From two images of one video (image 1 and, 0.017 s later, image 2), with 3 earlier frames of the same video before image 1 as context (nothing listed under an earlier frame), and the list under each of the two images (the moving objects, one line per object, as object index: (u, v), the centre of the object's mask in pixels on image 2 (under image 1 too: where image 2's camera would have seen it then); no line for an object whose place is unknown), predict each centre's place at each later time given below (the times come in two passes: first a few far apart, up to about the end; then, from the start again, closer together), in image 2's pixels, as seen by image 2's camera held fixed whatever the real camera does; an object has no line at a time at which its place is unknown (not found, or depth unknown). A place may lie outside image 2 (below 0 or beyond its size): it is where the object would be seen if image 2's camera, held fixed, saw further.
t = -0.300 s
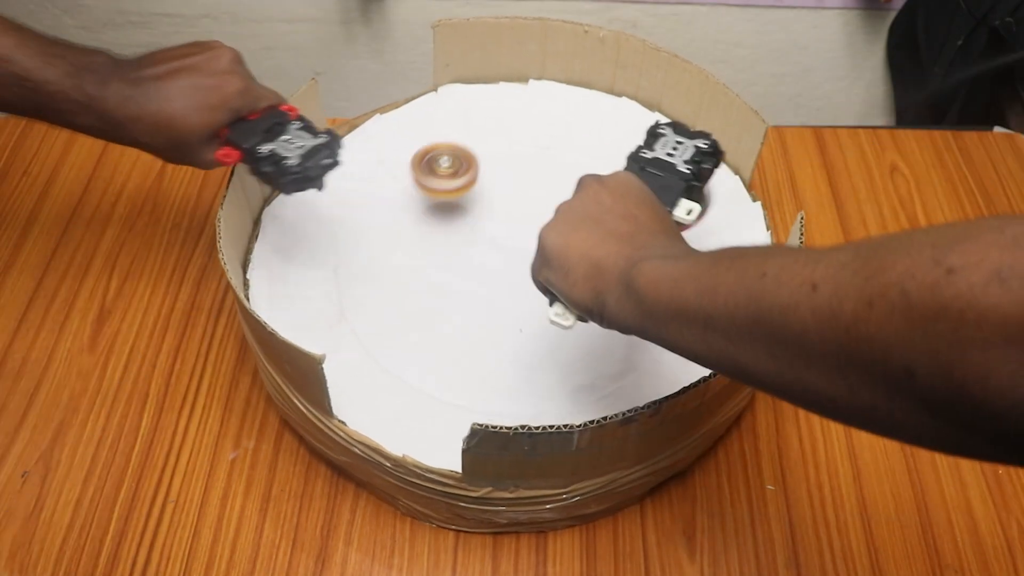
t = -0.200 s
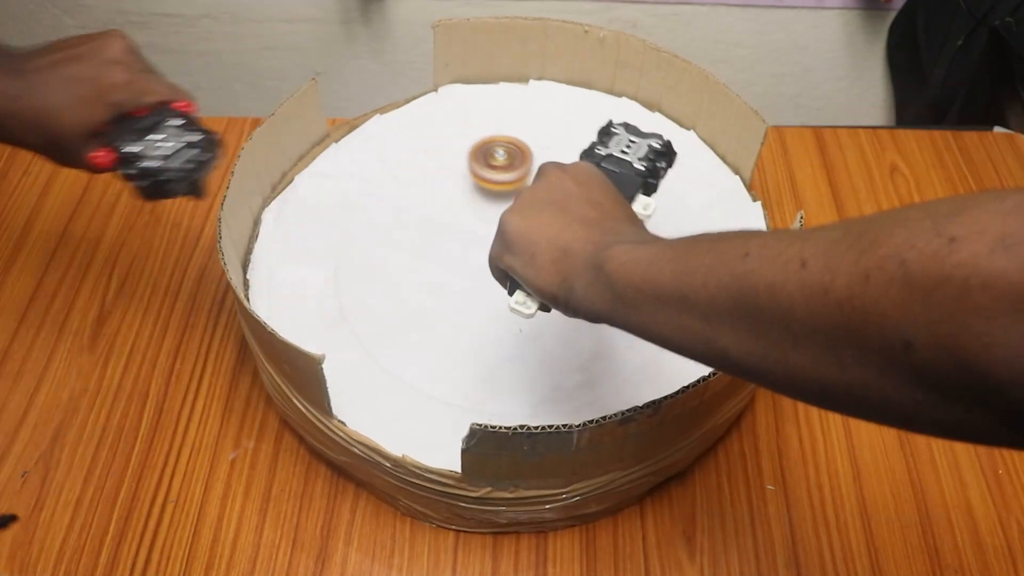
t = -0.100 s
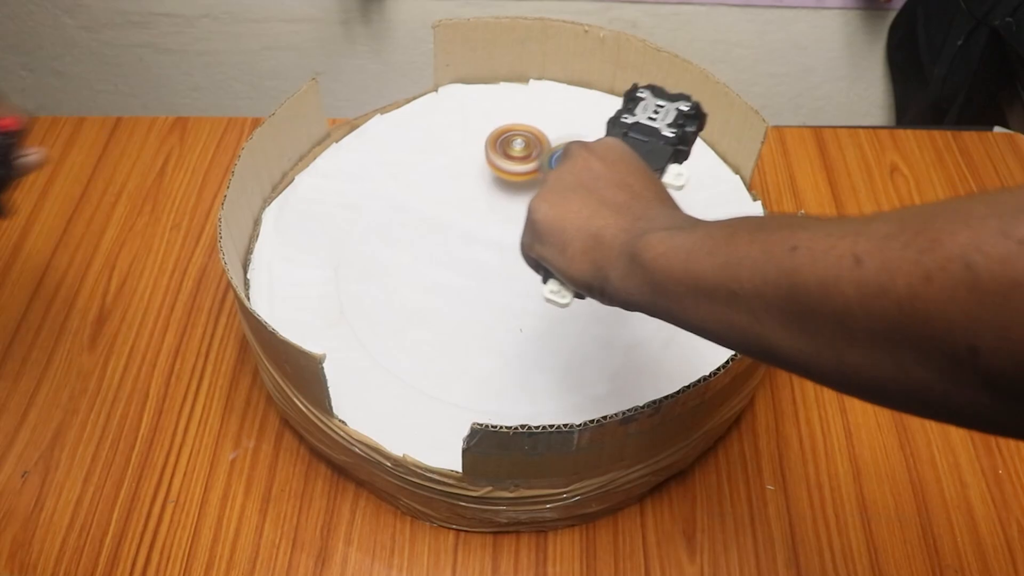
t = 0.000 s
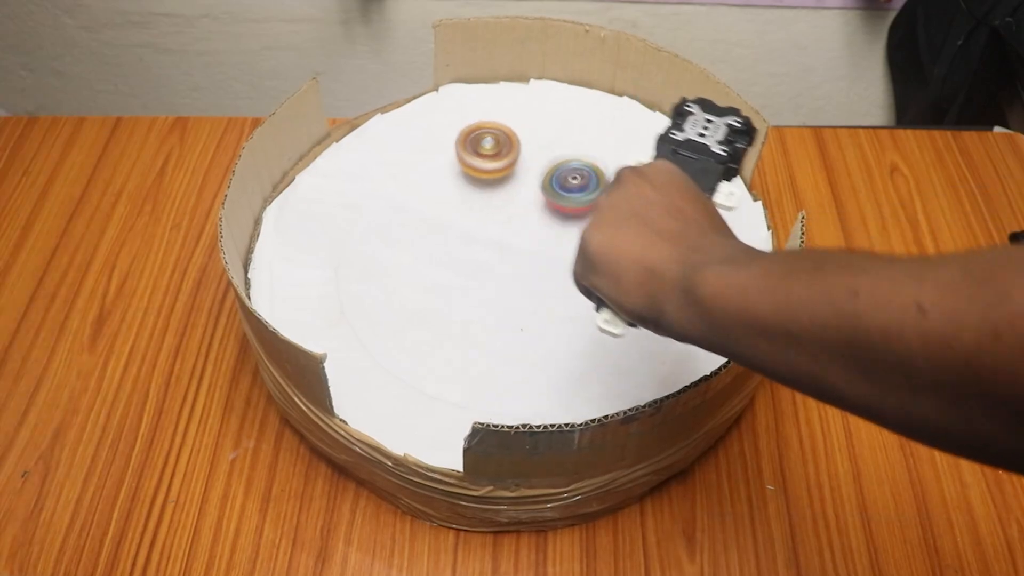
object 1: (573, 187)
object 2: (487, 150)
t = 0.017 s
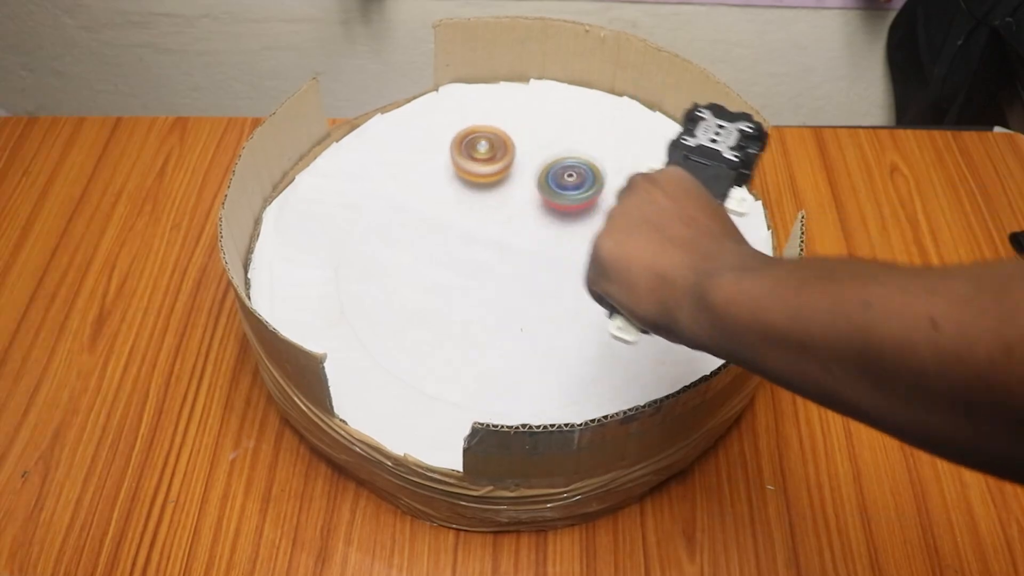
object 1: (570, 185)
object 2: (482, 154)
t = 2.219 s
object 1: (615, 241)
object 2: (589, 187)
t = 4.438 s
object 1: (417, 259)
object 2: (581, 231)
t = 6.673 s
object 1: (413, 202)
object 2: (558, 267)
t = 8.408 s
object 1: (588, 218)
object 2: (554, 281)
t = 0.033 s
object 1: (566, 184)
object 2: (477, 158)
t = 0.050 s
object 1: (562, 186)
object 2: (471, 158)
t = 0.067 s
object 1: (557, 191)
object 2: (466, 159)
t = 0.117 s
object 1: (542, 195)
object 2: (451, 168)
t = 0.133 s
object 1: (537, 197)
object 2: (446, 170)
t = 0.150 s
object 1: (532, 201)
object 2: (441, 173)
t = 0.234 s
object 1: (507, 228)
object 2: (416, 188)
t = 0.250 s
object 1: (503, 233)
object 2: (411, 190)
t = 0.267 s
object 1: (501, 239)
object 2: (408, 193)
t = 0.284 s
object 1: (499, 245)
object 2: (405, 196)
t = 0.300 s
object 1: (497, 252)
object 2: (405, 200)
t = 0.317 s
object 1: (496, 258)
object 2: (405, 204)
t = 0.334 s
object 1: (497, 264)
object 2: (407, 208)
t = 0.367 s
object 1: (502, 277)
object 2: (413, 217)
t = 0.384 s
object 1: (504, 283)
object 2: (416, 221)
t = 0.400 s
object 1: (507, 290)
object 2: (422, 225)
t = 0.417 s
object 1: (511, 296)
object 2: (427, 229)
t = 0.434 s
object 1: (516, 300)
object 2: (434, 233)
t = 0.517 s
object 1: (548, 323)
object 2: (474, 246)
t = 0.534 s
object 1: (555, 326)
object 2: (483, 249)
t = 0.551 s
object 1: (562, 327)
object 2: (493, 251)
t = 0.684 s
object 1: (636, 317)
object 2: (563, 249)
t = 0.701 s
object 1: (643, 314)
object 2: (573, 247)
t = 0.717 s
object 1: (649, 309)
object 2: (581, 244)
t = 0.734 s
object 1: (655, 304)
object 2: (587, 240)
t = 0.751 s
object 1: (660, 300)
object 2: (593, 235)
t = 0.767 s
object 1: (663, 294)
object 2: (598, 231)
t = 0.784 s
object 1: (665, 288)
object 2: (601, 224)
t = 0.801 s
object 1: (665, 281)
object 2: (604, 218)
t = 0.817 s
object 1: (664, 276)
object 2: (606, 210)
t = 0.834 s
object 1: (663, 269)
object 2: (606, 204)
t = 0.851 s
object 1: (661, 262)
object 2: (607, 197)
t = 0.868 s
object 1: (657, 255)
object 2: (607, 191)
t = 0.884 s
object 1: (652, 249)
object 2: (606, 183)
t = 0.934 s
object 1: (634, 230)
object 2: (600, 164)
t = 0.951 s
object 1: (627, 223)
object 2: (597, 159)
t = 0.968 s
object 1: (620, 217)
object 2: (594, 155)
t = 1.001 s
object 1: (605, 206)
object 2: (586, 150)
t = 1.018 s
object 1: (597, 201)
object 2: (582, 147)
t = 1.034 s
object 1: (589, 201)
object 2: (576, 142)
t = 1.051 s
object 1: (581, 202)
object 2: (569, 136)
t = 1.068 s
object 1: (573, 203)
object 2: (561, 130)
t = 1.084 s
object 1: (566, 207)
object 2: (552, 126)
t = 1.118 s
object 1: (552, 211)
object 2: (535, 121)
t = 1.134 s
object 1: (545, 214)
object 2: (526, 119)
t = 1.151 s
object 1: (537, 218)
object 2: (516, 120)
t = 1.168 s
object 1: (531, 223)
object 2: (506, 121)
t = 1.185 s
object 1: (523, 228)
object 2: (497, 122)
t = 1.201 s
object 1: (516, 234)
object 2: (487, 125)
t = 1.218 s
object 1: (510, 239)
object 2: (478, 129)
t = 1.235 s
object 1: (505, 246)
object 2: (467, 134)
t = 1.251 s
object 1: (500, 253)
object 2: (458, 139)
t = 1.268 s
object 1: (497, 260)
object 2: (450, 145)
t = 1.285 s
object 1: (495, 267)
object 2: (442, 151)
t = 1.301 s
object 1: (493, 275)
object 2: (435, 156)
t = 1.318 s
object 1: (492, 283)
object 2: (429, 162)
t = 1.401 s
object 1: (492, 321)
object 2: (404, 193)
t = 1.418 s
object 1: (493, 327)
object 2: (401, 198)
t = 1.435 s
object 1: (495, 333)
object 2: (400, 203)
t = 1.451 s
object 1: (497, 340)
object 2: (400, 209)
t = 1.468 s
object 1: (499, 347)
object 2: (401, 214)
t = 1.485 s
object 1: (500, 354)
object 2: (404, 220)
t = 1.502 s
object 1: (501, 360)
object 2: (408, 226)
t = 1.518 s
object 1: (504, 367)
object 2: (413, 231)
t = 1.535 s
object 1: (508, 372)
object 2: (419, 236)
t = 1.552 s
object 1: (513, 376)
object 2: (425, 242)
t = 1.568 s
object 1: (518, 379)
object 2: (432, 247)
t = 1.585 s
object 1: (524, 380)
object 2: (439, 251)
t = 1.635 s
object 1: (547, 384)
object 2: (459, 263)
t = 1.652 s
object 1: (555, 385)
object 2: (466, 265)
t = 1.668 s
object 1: (563, 382)
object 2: (472, 268)
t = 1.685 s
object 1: (572, 378)
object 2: (478, 269)
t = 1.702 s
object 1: (580, 374)
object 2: (484, 272)
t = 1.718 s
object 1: (588, 368)
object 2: (490, 274)
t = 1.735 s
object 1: (595, 363)
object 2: (496, 276)
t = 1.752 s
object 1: (600, 357)
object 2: (503, 279)
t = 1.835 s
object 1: (623, 330)
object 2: (540, 286)
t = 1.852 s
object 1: (626, 325)
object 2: (548, 286)
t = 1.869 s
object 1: (627, 320)
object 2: (556, 287)
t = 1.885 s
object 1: (627, 315)
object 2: (562, 286)
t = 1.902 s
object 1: (635, 315)
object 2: (565, 281)
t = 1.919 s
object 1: (643, 316)
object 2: (566, 274)
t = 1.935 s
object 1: (651, 315)
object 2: (568, 269)
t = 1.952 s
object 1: (658, 314)
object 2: (571, 264)
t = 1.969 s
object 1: (665, 311)
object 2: (573, 259)
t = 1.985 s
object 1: (669, 308)
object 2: (576, 255)
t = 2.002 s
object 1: (673, 303)
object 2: (579, 250)
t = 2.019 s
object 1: (674, 297)
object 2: (582, 245)
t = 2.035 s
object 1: (674, 291)
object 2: (585, 240)
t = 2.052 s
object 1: (673, 284)
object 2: (588, 233)
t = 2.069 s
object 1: (671, 277)
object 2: (590, 227)
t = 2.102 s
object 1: (666, 265)
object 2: (592, 215)
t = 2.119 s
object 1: (661, 261)
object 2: (592, 210)
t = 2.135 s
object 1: (654, 257)
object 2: (593, 205)
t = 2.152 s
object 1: (646, 253)
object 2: (593, 200)
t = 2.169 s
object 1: (638, 250)
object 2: (592, 196)
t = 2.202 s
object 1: (623, 244)
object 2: (591, 190)
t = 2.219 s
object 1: (615, 241)
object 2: (589, 187)
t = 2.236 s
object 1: (609, 240)
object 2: (586, 186)
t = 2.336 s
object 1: (569, 239)
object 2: (564, 180)
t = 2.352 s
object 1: (561, 239)
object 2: (559, 179)
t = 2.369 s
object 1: (554, 241)
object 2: (554, 179)
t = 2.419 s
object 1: (538, 248)
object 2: (537, 182)
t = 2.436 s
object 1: (533, 251)
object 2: (532, 184)
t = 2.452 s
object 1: (528, 256)
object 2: (528, 186)
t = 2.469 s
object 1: (523, 260)
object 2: (525, 189)
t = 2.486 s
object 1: (519, 265)
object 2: (522, 193)
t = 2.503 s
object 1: (516, 269)
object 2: (520, 197)
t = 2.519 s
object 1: (513, 274)
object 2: (518, 200)
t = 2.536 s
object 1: (510, 280)
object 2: (517, 204)
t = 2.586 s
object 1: (500, 300)
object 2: (514, 215)
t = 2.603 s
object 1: (498, 306)
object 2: (513, 220)
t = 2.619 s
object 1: (497, 313)
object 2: (512, 224)
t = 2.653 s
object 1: (498, 325)
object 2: (510, 231)
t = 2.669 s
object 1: (498, 331)
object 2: (510, 234)
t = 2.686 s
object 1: (499, 336)
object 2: (512, 236)
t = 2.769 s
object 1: (492, 366)
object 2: (535, 253)
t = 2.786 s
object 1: (492, 370)
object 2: (540, 254)
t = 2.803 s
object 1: (493, 373)
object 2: (546, 256)
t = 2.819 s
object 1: (495, 376)
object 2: (551, 258)
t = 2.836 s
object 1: (499, 377)
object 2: (557, 259)
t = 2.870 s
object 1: (507, 381)
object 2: (568, 259)
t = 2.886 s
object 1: (512, 382)
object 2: (572, 259)
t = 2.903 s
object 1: (517, 381)
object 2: (577, 258)
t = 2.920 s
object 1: (522, 380)
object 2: (582, 256)
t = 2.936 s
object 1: (527, 378)
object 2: (586, 253)
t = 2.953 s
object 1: (532, 376)
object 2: (590, 249)
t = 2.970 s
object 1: (536, 373)
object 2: (592, 245)
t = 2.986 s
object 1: (540, 371)
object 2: (594, 240)
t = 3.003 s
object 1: (543, 369)
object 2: (595, 235)
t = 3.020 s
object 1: (545, 366)
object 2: (596, 229)
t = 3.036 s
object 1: (547, 363)
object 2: (596, 224)
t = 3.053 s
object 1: (548, 359)
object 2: (595, 218)
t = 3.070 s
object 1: (548, 354)
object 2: (595, 212)
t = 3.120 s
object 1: (545, 339)
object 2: (591, 198)
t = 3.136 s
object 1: (545, 334)
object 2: (589, 195)
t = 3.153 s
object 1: (545, 328)
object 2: (586, 194)
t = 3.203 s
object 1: (542, 308)
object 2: (580, 195)
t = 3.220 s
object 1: (541, 301)
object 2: (577, 196)
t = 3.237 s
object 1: (539, 297)
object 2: (575, 197)
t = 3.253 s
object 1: (537, 293)
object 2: (573, 198)
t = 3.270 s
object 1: (535, 290)
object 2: (570, 198)
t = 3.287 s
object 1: (532, 288)
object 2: (566, 198)
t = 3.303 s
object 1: (529, 286)
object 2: (562, 199)
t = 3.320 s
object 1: (524, 282)
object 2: (558, 201)
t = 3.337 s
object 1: (518, 279)
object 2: (554, 204)
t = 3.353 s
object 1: (511, 276)
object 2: (550, 206)
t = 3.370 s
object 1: (503, 274)
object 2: (546, 209)
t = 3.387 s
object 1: (495, 272)
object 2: (544, 212)
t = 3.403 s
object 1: (486, 270)
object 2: (542, 215)
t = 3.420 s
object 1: (476, 270)
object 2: (541, 219)
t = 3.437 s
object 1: (468, 268)
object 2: (539, 221)
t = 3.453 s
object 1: (460, 268)
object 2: (538, 225)
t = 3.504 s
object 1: (440, 264)
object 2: (534, 234)
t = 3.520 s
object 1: (433, 264)
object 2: (532, 237)
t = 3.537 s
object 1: (426, 263)
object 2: (532, 239)
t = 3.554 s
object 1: (420, 264)
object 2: (533, 241)
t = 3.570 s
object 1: (413, 264)
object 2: (534, 243)
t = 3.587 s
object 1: (407, 266)
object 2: (537, 244)
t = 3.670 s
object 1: (377, 280)
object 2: (550, 250)
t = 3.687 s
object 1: (372, 282)
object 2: (552, 251)
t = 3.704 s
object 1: (369, 286)
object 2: (555, 252)
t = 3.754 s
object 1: (360, 295)
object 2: (563, 255)
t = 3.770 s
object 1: (359, 297)
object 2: (565, 256)
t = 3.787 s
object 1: (359, 300)
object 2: (567, 258)
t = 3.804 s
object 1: (358, 303)
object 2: (569, 259)
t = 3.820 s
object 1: (358, 306)
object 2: (570, 260)
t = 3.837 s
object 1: (359, 310)
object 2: (571, 261)
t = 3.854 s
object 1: (363, 313)
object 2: (572, 262)
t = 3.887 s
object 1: (373, 320)
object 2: (575, 262)
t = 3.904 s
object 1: (376, 322)
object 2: (576, 262)
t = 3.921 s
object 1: (379, 324)
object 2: (577, 261)
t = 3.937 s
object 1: (382, 325)
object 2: (578, 259)
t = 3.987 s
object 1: (393, 323)
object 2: (580, 249)
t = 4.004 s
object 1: (399, 321)
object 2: (579, 245)
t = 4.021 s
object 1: (405, 319)
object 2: (577, 241)
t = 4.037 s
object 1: (412, 318)
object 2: (575, 237)
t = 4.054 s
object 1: (419, 316)
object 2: (573, 234)
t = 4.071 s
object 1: (426, 314)
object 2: (570, 232)
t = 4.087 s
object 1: (433, 311)
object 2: (568, 231)
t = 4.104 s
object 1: (439, 309)
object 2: (567, 231)
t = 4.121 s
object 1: (444, 306)
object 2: (564, 232)
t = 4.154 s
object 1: (454, 299)
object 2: (556, 234)
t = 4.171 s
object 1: (459, 296)
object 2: (551, 236)
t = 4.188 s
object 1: (463, 293)
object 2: (547, 238)
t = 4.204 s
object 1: (467, 290)
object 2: (544, 240)
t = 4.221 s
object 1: (470, 286)
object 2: (541, 242)
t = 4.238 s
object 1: (473, 281)
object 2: (540, 244)
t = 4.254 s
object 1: (475, 277)
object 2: (539, 245)
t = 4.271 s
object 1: (476, 272)
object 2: (541, 245)
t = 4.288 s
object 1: (469, 270)
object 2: (547, 242)
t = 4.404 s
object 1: (430, 260)
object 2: (578, 233)
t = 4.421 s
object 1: (423, 260)
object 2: (580, 233)
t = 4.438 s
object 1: (417, 259)
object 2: (581, 231)
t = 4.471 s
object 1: (403, 260)
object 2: (581, 230)
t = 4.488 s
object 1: (397, 261)
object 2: (579, 229)
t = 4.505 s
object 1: (392, 262)
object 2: (577, 228)
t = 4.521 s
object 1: (388, 263)
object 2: (575, 227)
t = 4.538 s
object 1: (383, 265)
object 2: (574, 225)
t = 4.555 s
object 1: (380, 268)
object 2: (572, 224)
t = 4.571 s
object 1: (376, 270)
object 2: (570, 224)
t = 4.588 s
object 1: (372, 272)
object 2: (568, 225)
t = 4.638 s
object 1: (364, 279)
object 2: (564, 229)
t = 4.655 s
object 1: (362, 280)
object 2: (562, 230)
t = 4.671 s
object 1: (361, 283)
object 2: (559, 232)
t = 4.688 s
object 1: (360, 285)
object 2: (556, 234)
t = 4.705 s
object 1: (360, 287)
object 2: (552, 236)
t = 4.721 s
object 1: (362, 290)
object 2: (550, 238)
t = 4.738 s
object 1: (364, 292)
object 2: (547, 239)
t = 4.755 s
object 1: (367, 294)
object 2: (545, 240)
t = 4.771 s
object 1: (371, 297)
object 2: (544, 240)
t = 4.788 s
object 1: (375, 300)
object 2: (544, 241)
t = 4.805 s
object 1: (378, 302)
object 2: (545, 240)
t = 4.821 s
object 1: (383, 303)
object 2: (545, 239)
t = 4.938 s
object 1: (429, 303)
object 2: (542, 236)
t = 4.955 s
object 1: (435, 300)
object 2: (541, 237)
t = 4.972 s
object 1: (440, 296)
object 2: (541, 238)
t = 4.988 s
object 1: (446, 293)
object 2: (541, 238)
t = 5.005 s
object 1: (452, 288)
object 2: (541, 239)
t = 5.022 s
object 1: (456, 284)
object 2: (541, 239)
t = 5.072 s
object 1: (469, 269)
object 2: (542, 240)
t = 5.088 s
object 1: (473, 264)
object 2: (543, 241)
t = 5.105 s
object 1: (474, 258)
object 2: (545, 241)
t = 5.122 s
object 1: (466, 254)
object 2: (553, 240)
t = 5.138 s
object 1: (458, 250)
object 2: (562, 239)
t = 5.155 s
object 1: (452, 247)
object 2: (569, 239)
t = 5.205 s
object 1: (437, 238)
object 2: (582, 235)
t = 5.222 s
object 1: (432, 236)
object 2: (584, 234)
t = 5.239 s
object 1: (428, 235)
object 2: (586, 232)
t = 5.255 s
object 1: (422, 234)
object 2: (587, 230)
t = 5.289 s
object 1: (412, 232)
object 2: (587, 223)
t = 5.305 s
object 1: (408, 230)
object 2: (587, 220)
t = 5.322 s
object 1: (403, 230)
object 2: (586, 217)
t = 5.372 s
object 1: (392, 229)
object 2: (583, 206)
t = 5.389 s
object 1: (387, 228)
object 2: (581, 205)
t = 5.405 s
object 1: (382, 228)
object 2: (580, 205)
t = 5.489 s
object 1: (352, 226)
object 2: (567, 207)
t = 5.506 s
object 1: (348, 226)
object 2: (564, 206)
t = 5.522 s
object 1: (346, 227)
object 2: (562, 205)
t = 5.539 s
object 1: (345, 229)
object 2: (559, 204)
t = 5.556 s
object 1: (346, 233)
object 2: (557, 205)
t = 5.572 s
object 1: (348, 237)
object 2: (554, 206)
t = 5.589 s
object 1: (351, 242)
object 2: (552, 207)
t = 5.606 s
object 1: (354, 245)
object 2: (550, 208)
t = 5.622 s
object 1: (357, 248)
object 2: (549, 210)
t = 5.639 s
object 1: (360, 251)
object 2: (547, 211)
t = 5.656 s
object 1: (364, 254)
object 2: (546, 213)
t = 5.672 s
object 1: (369, 255)
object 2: (544, 215)
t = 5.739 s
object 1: (392, 255)
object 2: (541, 225)
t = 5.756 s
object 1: (397, 255)
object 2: (539, 227)
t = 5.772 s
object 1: (402, 255)
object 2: (537, 229)
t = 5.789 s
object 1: (408, 254)
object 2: (534, 231)
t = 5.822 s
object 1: (420, 249)
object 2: (529, 237)
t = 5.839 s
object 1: (425, 247)
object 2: (527, 239)
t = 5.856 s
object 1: (429, 244)
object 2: (527, 240)
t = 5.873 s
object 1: (433, 242)
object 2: (527, 241)
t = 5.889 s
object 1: (437, 240)
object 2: (528, 242)
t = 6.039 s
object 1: (480, 212)
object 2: (538, 249)
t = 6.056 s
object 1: (484, 207)
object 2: (539, 250)
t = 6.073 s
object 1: (484, 203)
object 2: (541, 251)
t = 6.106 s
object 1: (484, 195)
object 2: (543, 252)
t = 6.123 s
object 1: (483, 192)
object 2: (544, 253)
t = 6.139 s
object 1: (482, 187)
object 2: (544, 255)
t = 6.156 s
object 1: (480, 183)
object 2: (544, 257)
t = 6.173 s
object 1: (479, 180)
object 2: (545, 259)
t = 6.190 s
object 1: (476, 176)
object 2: (547, 260)
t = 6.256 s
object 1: (463, 166)
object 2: (547, 266)
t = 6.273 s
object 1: (459, 164)
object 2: (546, 267)
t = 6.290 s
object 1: (455, 163)
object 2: (545, 268)
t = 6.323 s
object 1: (448, 162)
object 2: (544, 272)
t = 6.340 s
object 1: (445, 162)
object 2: (544, 273)
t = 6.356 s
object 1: (443, 161)
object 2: (546, 275)
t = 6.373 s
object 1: (441, 162)
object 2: (547, 277)
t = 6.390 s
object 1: (440, 162)
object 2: (549, 279)
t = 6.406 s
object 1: (438, 162)
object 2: (550, 281)
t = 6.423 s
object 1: (437, 161)
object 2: (552, 282)
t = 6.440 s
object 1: (435, 161)
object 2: (555, 284)
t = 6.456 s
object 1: (433, 162)
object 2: (557, 284)
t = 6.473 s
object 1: (430, 164)
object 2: (559, 285)
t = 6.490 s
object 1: (427, 167)
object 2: (561, 285)
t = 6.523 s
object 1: (420, 172)
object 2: (566, 284)
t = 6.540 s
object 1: (417, 175)
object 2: (568, 283)
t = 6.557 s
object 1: (415, 179)
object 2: (570, 282)
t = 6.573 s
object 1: (413, 182)
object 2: (570, 281)
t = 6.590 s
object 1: (410, 186)
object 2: (569, 279)
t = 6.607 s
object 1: (408, 189)
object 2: (567, 276)
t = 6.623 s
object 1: (407, 192)
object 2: (565, 273)
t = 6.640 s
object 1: (408, 196)
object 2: (562, 271)
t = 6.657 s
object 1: (410, 199)
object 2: (560, 269)
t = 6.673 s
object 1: (413, 202)
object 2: (558, 267)
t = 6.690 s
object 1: (417, 206)
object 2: (556, 266)
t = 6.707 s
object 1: (422, 210)
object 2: (554, 266)
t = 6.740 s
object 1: (432, 218)
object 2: (550, 265)
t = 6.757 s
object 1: (439, 221)
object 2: (548, 265)
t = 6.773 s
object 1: (445, 225)
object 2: (546, 264)
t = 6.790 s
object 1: (452, 228)
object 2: (544, 264)
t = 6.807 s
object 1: (458, 231)
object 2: (542, 265)
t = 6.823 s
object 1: (465, 234)
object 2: (541, 267)
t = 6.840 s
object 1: (472, 237)
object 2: (541, 269)
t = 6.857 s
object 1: (479, 239)
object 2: (541, 271)
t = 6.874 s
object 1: (479, 235)
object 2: (548, 278)
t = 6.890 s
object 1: (477, 230)
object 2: (557, 285)
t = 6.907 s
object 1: (474, 225)
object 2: (567, 291)
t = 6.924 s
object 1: (474, 220)
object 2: (576, 295)
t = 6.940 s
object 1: (474, 214)
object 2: (585, 298)
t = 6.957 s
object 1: (475, 210)
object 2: (593, 302)
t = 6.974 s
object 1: (473, 204)
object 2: (600, 304)
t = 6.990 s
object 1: (471, 200)
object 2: (606, 306)
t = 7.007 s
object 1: (468, 196)
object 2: (612, 307)
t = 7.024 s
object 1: (465, 194)
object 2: (616, 306)
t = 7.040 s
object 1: (461, 192)
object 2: (620, 304)
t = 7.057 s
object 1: (457, 190)
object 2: (624, 303)
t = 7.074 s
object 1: (454, 188)
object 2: (627, 300)
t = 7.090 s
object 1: (451, 187)
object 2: (629, 298)
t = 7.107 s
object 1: (447, 187)
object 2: (630, 297)
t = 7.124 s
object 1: (443, 187)
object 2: (631, 295)
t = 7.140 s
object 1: (439, 187)
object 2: (632, 293)
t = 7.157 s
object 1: (435, 187)
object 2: (631, 291)
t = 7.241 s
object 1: (410, 188)
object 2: (625, 282)
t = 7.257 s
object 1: (407, 189)
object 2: (623, 281)
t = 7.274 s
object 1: (405, 190)
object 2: (619, 280)
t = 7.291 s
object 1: (404, 191)
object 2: (615, 280)
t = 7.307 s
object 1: (405, 193)
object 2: (609, 279)
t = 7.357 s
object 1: (409, 200)
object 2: (589, 280)
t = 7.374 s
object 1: (410, 202)
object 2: (584, 280)
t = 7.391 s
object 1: (412, 204)
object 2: (579, 280)
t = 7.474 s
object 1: (427, 216)
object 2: (558, 274)
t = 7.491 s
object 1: (430, 218)
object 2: (554, 273)
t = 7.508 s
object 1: (435, 220)
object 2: (551, 272)
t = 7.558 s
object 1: (451, 224)
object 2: (543, 270)
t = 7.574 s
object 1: (456, 225)
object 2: (543, 269)
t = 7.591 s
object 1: (461, 226)
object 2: (543, 269)
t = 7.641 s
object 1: (475, 226)
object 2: (543, 271)
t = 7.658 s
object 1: (482, 225)
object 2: (544, 272)
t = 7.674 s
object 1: (488, 225)
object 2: (545, 273)
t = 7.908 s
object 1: (532, 228)
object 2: (552, 284)
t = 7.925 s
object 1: (536, 228)
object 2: (553, 285)
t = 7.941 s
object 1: (539, 227)
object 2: (553, 285)
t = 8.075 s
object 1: (566, 215)
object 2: (552, 278)
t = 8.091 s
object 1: (569, 213)
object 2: (551, 277)
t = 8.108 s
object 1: (573, 211)
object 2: (551, 277)
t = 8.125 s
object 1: (576, 209)
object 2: (549, 277)
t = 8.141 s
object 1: (579, 208)
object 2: (548, 276)
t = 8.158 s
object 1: (582, 208)
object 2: (548, 276)
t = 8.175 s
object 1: (584, 208)
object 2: (547, 276)
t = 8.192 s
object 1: (586, 209)
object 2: (547, 277)
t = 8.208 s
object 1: (587, 211)
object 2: (546, 277)
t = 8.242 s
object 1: (589, 215)
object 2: (545, 278)
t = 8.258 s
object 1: (589, 215)
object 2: (544, 279)
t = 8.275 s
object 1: (588, 215)
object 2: (545, 279)
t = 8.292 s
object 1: (587, 214)
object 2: (546, 280)
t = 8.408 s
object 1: (588, 218)
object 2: (554, 281)
